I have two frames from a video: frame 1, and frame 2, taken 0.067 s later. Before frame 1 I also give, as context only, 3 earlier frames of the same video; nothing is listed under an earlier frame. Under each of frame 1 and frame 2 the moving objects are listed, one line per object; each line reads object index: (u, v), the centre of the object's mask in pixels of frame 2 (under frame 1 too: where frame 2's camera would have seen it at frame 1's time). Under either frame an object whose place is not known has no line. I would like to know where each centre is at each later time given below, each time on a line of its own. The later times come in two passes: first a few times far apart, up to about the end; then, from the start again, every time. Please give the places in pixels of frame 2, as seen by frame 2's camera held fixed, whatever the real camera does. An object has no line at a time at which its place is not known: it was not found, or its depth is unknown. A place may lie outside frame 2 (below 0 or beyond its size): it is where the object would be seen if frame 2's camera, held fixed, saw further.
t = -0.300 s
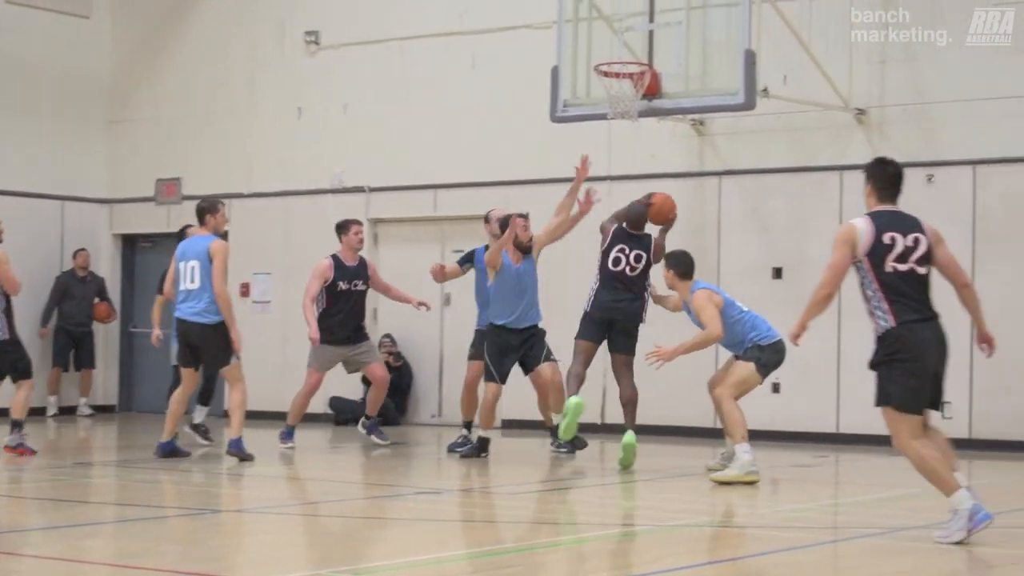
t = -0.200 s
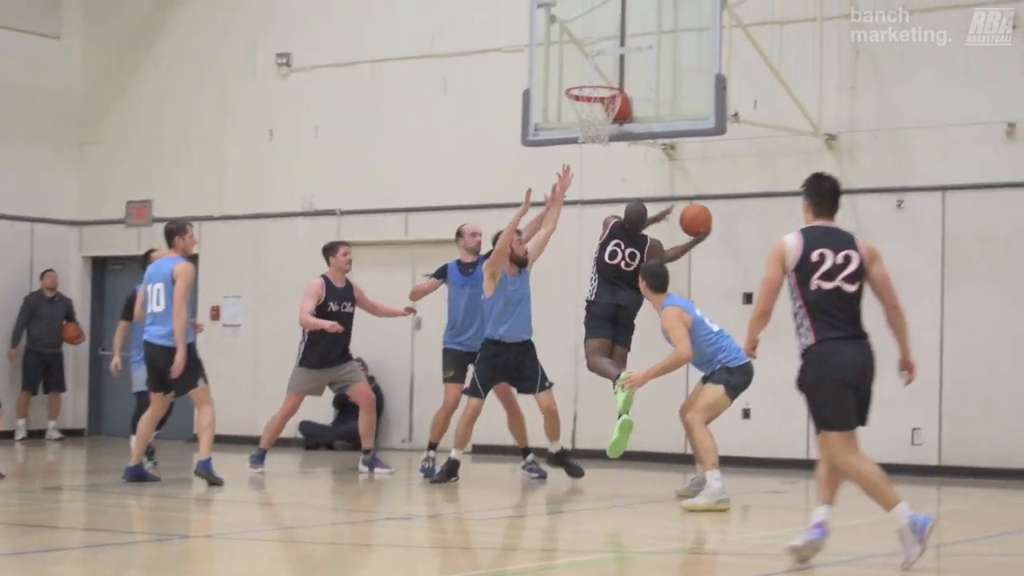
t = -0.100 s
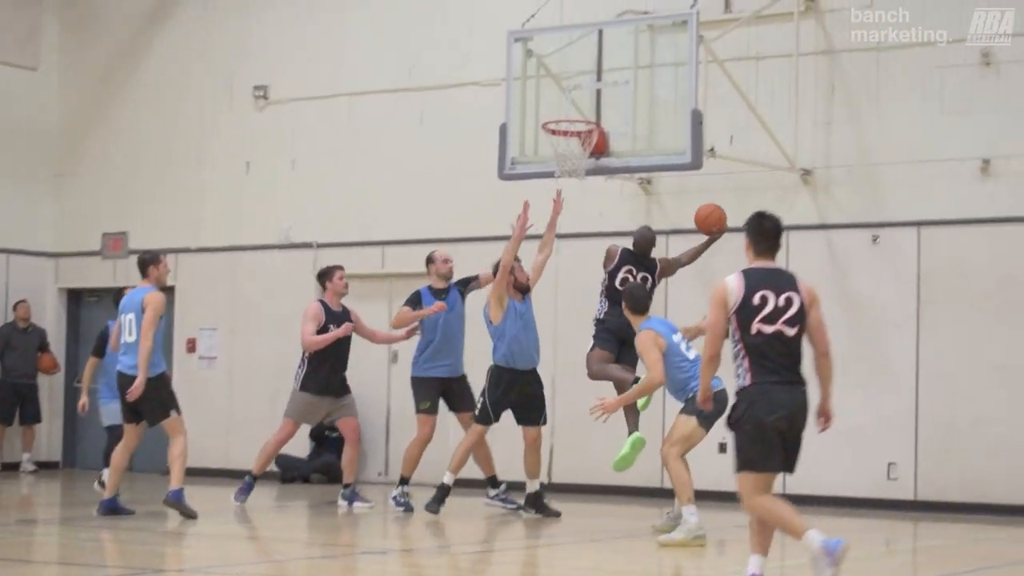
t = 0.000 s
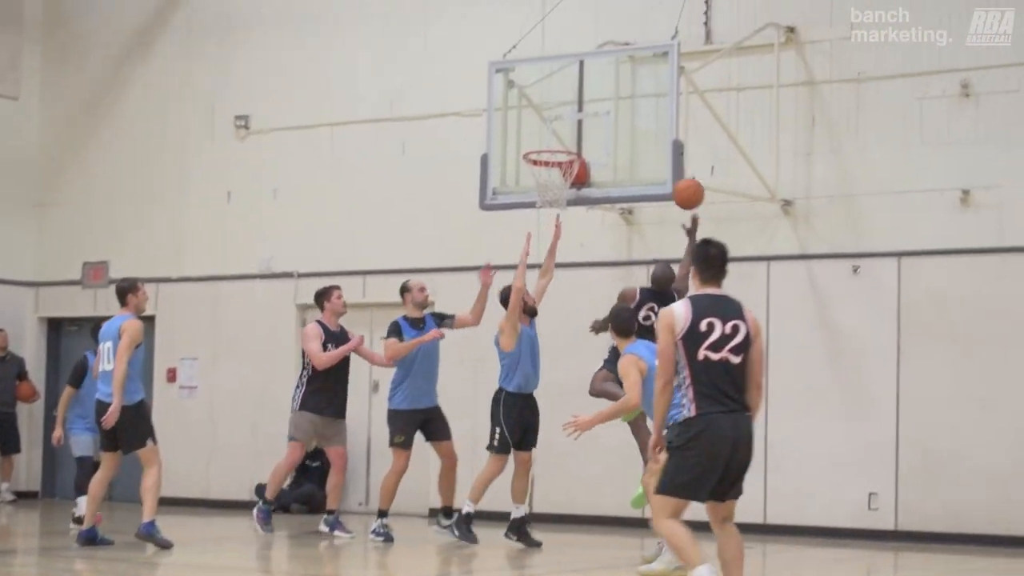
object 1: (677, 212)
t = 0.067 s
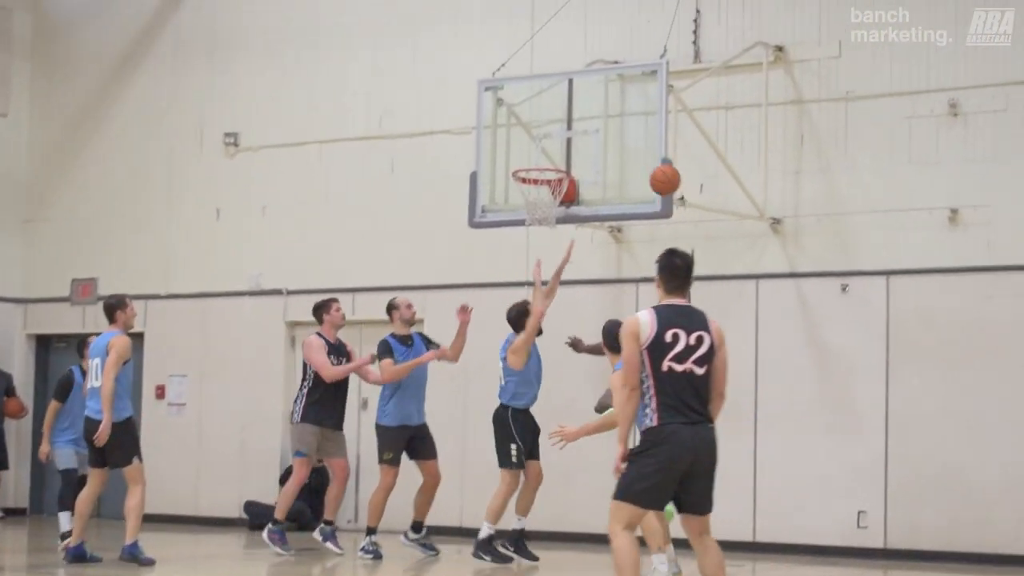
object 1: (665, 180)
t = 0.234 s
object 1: (634, 127)
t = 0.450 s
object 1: (597, 114)
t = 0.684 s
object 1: (535, 141)
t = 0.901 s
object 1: (532, 145)
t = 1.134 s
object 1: (551, 160)
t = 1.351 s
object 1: (542, 186)
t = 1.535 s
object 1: (538, 216)
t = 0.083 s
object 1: (661, 173)
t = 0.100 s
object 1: (658, 166)
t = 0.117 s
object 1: (655, 160)
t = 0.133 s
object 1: (652, 154)
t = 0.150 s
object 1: (649, 149)
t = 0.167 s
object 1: (646, 144)
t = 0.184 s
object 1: (643, 139)
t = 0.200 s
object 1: (640, 135)
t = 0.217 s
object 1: (637, 131)
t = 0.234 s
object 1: (634, 127)
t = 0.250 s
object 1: (631, 124)
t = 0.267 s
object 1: (628, 121)
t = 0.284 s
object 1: (625, 119)
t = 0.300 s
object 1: (622, 117)
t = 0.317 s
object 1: (619, 116)
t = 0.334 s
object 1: (616, 114)
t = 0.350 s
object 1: (614, 113)
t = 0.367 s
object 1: (611, 113)
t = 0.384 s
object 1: (608, 112)
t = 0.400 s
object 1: (605, 113)
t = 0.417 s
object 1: (603, 113)
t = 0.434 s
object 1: (600, 114)
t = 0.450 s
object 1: (597, 114)
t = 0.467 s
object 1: (593, 114)
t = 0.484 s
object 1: (588, 114)
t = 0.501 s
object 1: (584, 115)
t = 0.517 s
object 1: (579, 116)
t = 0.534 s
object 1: (575, 117)
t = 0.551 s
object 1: (571, 118)
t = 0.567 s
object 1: (566, 120)
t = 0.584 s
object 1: (562, 122)
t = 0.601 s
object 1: (557, 124)
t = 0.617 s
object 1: (553, 127)
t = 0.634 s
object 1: (549, 130)
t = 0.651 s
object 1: (544, 133)
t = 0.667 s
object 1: (540, 137)
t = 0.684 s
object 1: (535, 141)
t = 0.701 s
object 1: (531, 145)
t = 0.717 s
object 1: (527, 150)
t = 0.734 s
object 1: (522, 155)
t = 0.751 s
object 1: (518, 160)
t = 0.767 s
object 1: (518, 160)
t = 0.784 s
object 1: (520, 157)
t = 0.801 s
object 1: (522, 154)
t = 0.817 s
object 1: (524, 152)
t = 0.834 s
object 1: (525, 150)
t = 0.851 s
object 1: (527, 148)
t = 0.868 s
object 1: (529, 146)
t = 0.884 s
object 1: (531, 146)
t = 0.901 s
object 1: (532, 145)
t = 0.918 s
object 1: (534, 144)
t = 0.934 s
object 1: (536, 144)
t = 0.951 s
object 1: (538, 144)
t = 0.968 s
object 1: (539, 145)
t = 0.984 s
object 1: (541, 146)
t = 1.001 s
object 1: (543, 147)
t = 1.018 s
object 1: (545, 148)
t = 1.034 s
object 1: (546, 150)
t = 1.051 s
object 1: (548, 152)
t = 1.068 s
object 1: (549, 155)
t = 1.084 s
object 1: (551, 158)
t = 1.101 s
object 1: (553, 161)
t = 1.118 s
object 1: (552, 161)
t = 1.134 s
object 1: (551, 160)
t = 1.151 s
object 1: (551, 160)
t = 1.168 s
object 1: (550, 161)
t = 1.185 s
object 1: (550, 161)
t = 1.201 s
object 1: (549, 162)
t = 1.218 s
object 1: (548, 164)
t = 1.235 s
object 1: (548, 165)
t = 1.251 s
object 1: (547, 167)
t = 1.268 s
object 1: (546, 169)
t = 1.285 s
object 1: (545, 172)
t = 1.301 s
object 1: (544, 175)
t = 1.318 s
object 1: (544, 178)
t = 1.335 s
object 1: (543, 182)
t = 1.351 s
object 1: (542, 186)
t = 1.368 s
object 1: (540, 188)
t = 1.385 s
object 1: (540, 191)
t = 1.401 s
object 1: (540, 193)
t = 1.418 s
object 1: (540, 195)
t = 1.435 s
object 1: (538, 199)
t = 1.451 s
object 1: (538, 204)
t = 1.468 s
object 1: (538, 205)
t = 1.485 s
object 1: (537, 207)
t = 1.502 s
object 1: (538, 211)
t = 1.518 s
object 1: (538, 213)
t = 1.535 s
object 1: (538, 216)
